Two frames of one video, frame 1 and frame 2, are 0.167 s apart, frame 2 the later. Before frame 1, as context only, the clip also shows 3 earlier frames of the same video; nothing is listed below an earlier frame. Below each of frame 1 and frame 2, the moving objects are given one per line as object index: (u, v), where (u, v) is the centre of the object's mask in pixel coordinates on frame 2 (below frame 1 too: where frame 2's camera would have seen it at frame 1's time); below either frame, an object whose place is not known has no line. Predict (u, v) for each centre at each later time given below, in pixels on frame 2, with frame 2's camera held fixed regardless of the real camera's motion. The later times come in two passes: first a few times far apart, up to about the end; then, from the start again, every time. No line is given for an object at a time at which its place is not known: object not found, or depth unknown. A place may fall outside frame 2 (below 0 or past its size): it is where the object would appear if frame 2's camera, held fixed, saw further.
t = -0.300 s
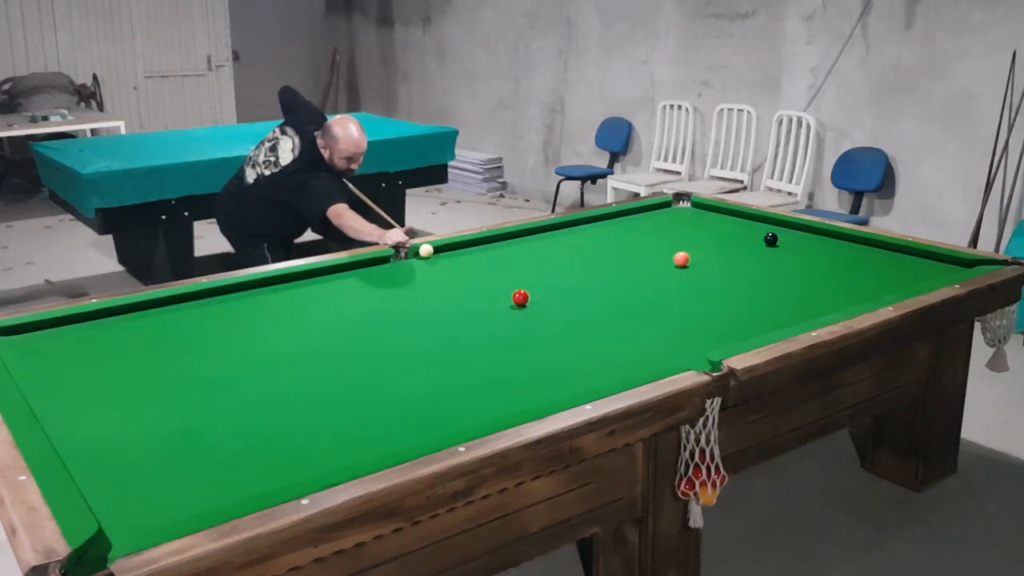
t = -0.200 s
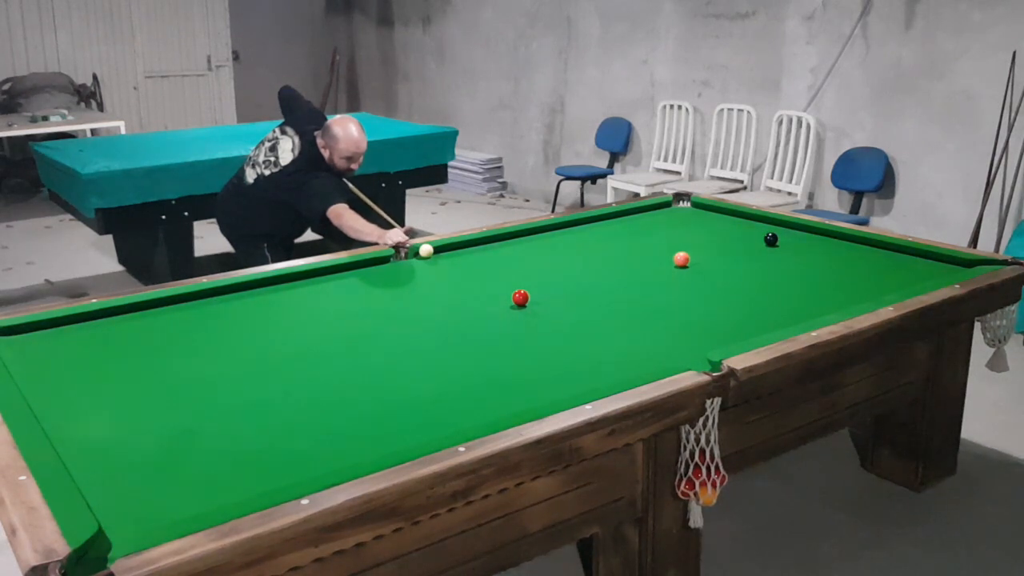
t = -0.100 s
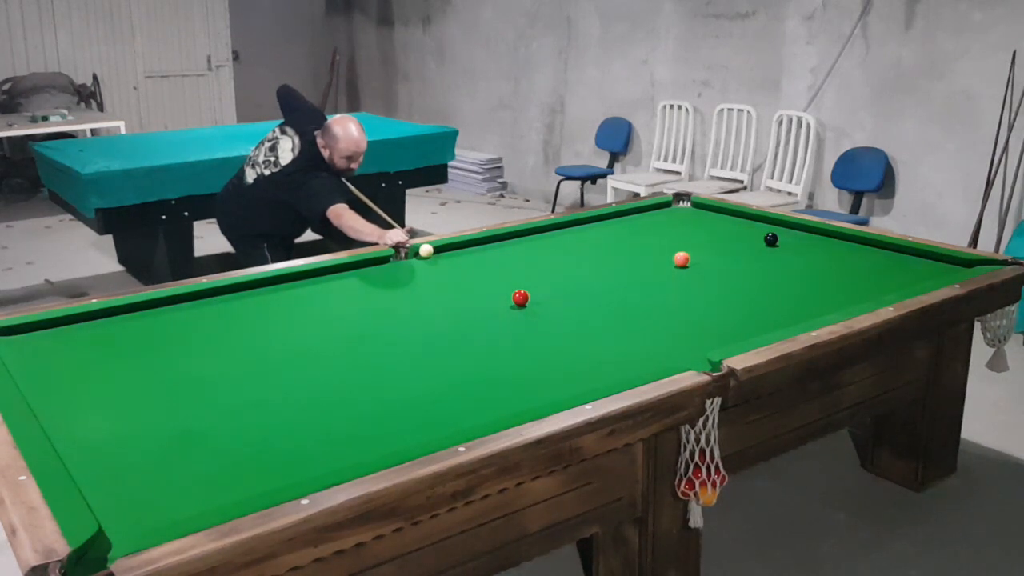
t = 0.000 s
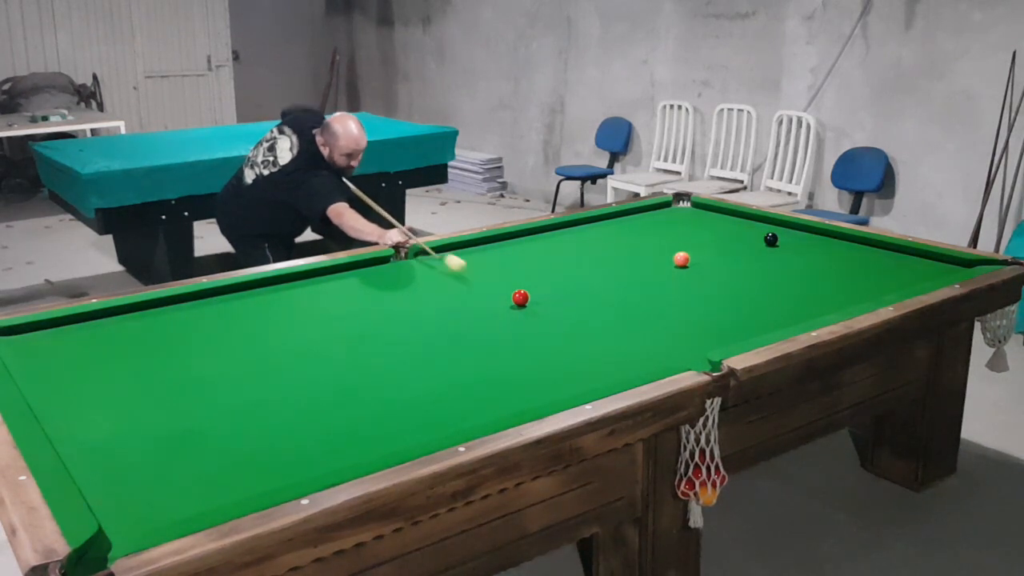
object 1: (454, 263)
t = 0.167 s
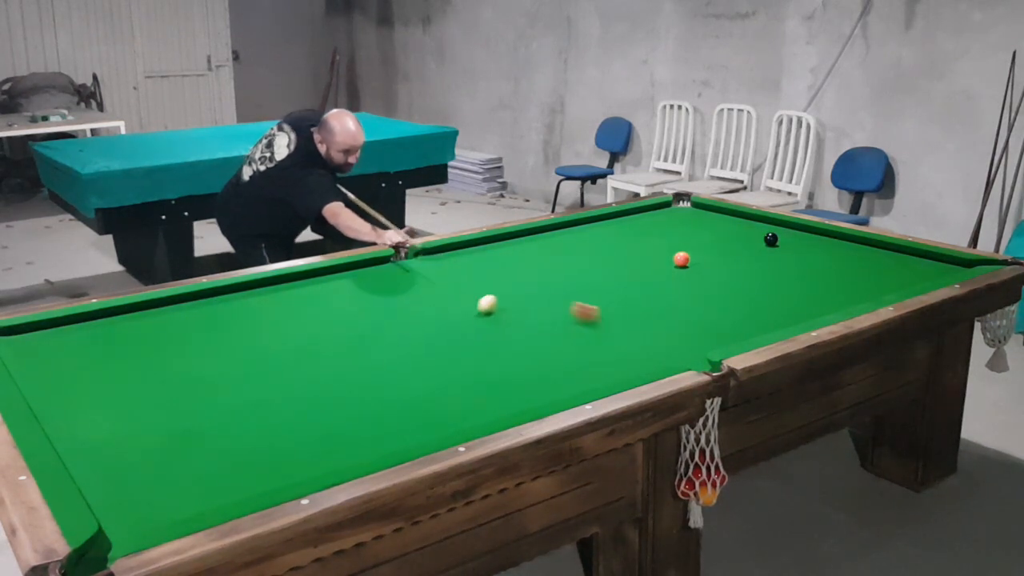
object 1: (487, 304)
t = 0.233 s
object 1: (472, 314)
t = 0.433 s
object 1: (441, 354)
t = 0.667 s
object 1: (417, 420)
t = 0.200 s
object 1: (479, 309)
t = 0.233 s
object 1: (472, 314)
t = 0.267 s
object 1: (465, 320)
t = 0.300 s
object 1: (458, 325)
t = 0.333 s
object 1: (453, 332)
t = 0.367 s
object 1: (448, 339)
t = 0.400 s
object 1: (444, 346)
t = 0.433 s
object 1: (441, 354)
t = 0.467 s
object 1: (437, 362)
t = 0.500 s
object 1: (434, 371)
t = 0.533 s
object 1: (431, 380)
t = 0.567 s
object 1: (428, 389)
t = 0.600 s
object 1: (424, 399)
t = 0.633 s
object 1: (420, 409)
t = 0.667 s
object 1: (417, 420)
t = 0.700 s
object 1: (412, 431)
